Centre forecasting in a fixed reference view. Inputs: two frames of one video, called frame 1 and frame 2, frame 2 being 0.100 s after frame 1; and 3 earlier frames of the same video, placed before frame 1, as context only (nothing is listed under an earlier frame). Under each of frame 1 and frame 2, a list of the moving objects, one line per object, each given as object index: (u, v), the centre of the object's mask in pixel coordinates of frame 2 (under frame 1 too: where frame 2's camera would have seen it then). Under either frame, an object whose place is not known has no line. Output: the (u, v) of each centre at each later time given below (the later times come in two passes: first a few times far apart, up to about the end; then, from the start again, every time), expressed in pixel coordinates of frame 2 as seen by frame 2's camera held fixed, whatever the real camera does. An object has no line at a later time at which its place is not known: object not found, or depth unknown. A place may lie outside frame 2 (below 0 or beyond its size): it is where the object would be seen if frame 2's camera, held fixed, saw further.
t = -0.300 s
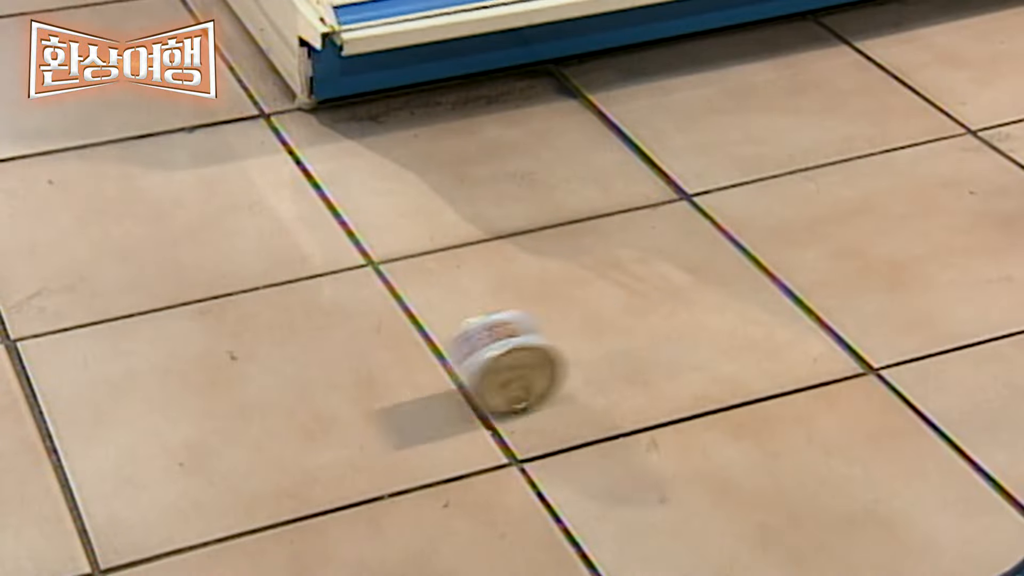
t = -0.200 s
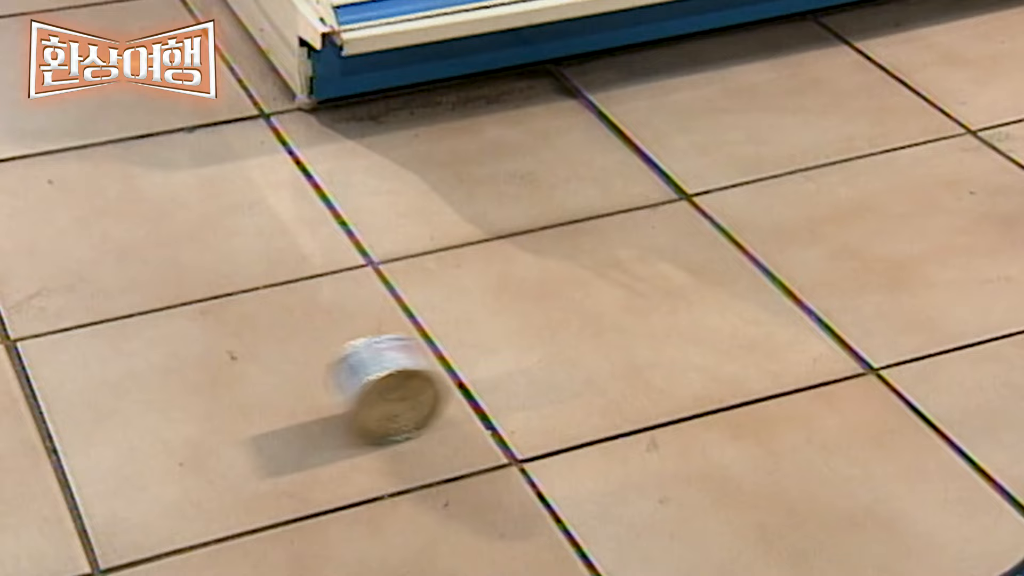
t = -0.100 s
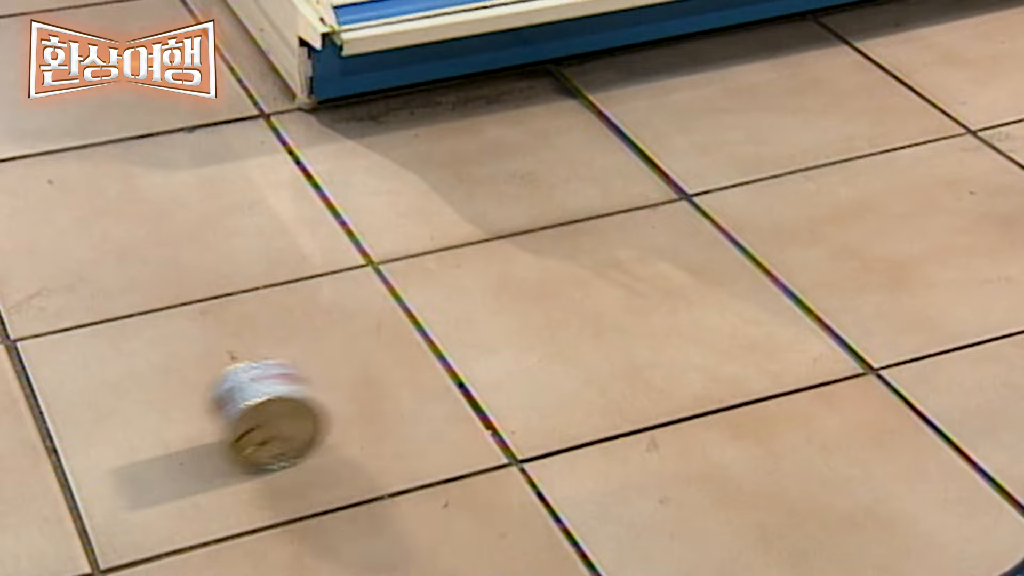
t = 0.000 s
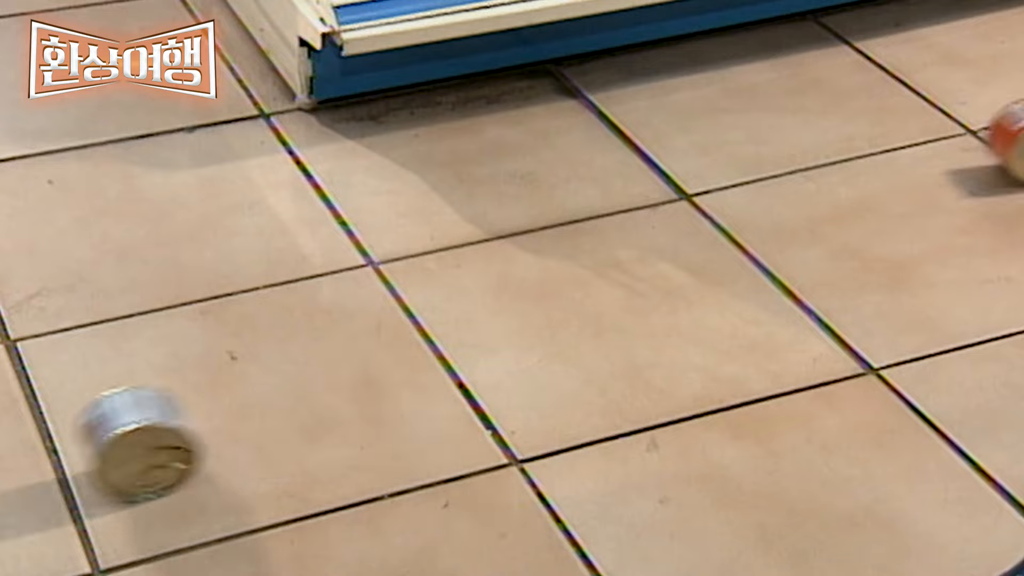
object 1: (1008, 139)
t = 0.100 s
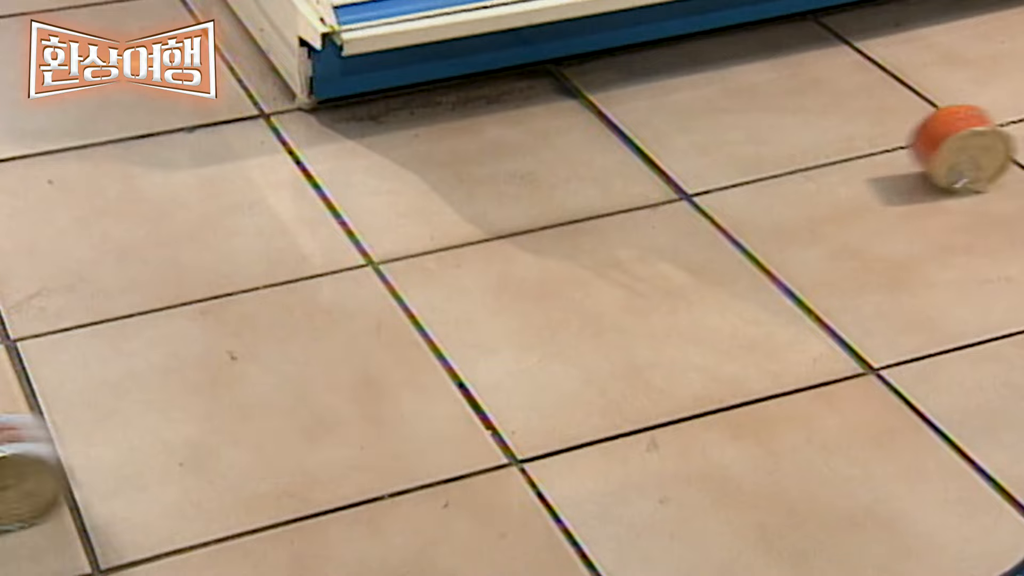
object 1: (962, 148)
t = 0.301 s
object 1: (813, 163)
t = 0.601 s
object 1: (600, 184)
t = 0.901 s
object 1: (407, 202)
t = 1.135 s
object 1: (273, 215)
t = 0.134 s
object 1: (937, 151)
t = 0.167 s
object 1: (912, 154)
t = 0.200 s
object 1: (886, 157)
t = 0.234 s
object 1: (862, 158)
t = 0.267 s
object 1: (837, 162)
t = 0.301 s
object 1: (813, 163)
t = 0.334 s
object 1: (788, 166)
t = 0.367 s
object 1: (764, 169)
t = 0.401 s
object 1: (740, 172)
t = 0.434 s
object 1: (717, 174)
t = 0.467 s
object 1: (694, 176)
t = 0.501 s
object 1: (670, 179)
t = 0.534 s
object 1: (647, 181)
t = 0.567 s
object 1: (624, 182)
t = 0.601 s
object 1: (600, 184)
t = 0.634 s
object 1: (577, 187)
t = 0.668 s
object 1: (556, 188)
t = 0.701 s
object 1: (534, 190)
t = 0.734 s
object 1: (512, 192)
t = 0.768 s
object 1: (490, 194)
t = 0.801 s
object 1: (469, 197)
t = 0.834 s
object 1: (448, 199)
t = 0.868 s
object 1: (428, 200)
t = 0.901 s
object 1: (407, 202)
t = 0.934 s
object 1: (388, 204)
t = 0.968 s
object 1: (368, 206)
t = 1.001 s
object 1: (348, 208)
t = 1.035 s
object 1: (329, 210)
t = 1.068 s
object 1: (310, 212)
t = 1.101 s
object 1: (292, 212)
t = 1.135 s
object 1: (273, 215)
